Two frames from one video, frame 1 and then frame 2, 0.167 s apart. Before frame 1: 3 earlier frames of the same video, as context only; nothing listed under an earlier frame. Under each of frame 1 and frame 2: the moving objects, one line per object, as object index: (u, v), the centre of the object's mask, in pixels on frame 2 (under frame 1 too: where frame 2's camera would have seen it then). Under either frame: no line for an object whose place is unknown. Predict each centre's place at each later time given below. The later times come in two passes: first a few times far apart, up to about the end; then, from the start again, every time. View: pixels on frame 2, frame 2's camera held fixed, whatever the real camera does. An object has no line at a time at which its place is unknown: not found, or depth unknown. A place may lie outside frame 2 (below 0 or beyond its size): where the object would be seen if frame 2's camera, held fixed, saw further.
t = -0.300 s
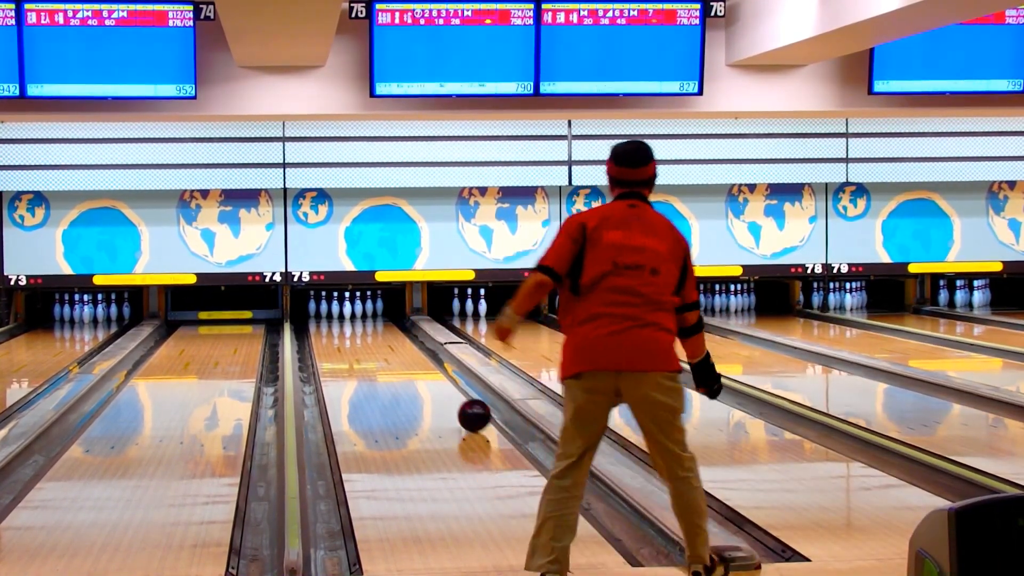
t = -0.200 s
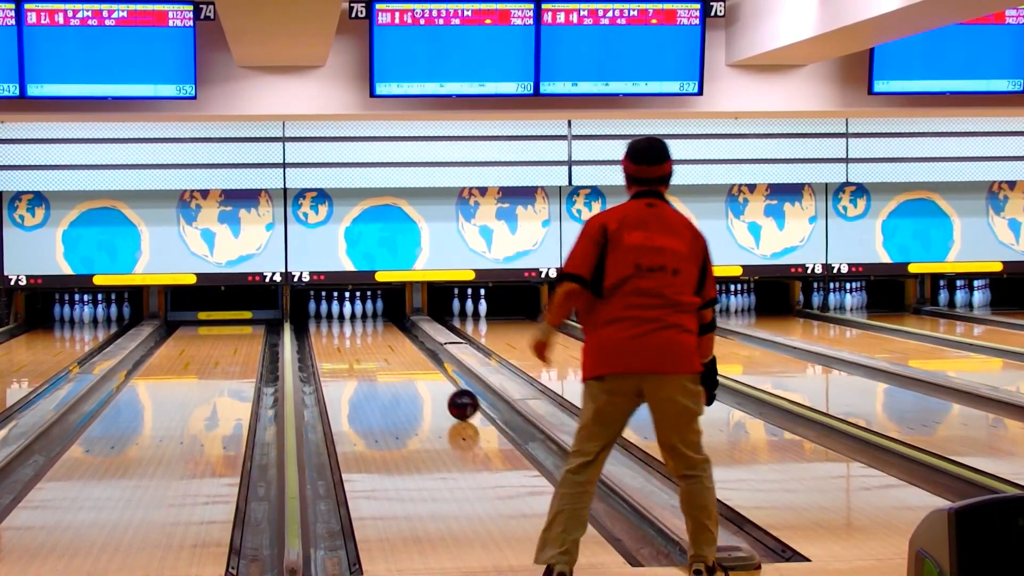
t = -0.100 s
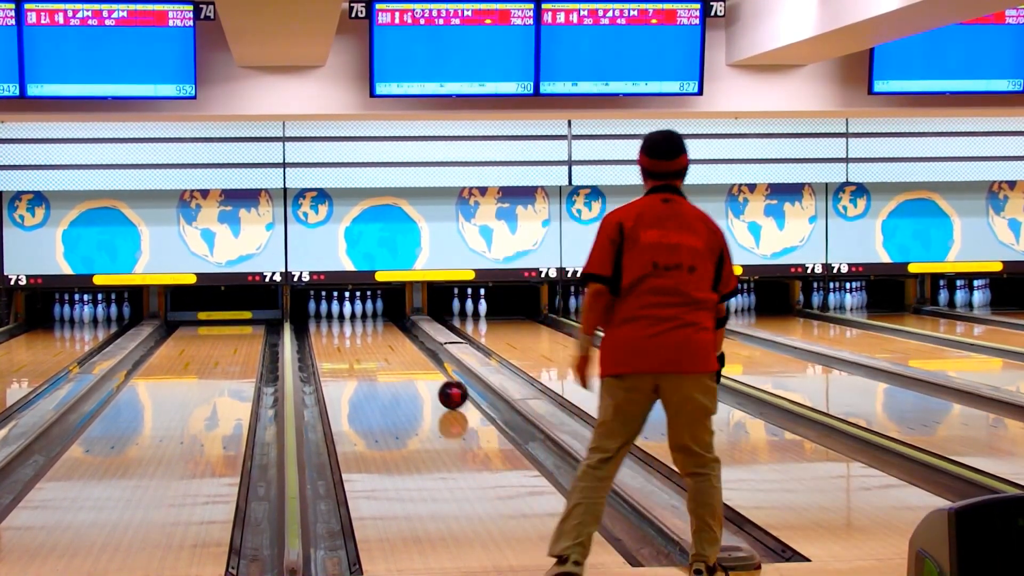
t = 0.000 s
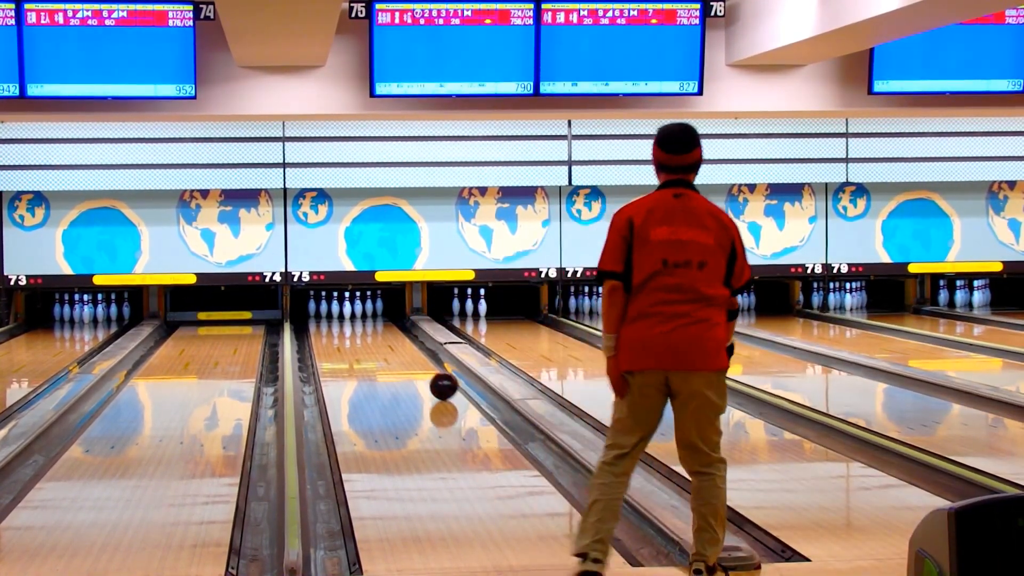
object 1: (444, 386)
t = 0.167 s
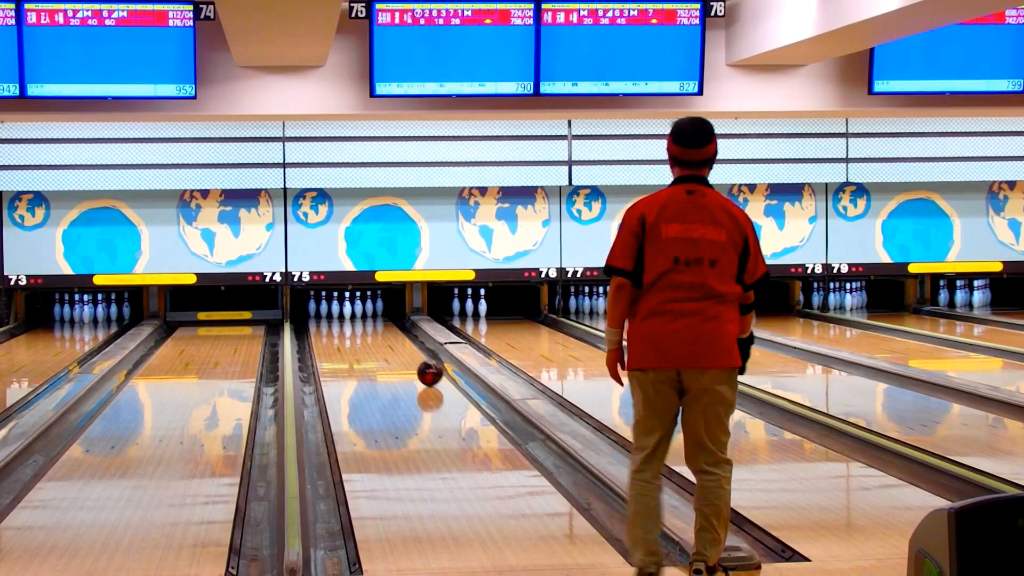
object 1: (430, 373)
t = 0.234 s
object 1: (425, 368)
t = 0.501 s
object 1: (407, 353)
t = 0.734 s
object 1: (393, 341)
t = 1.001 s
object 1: (379, 331)
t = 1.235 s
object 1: (367, 323)
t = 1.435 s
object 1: (356, 317)
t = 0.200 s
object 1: (427, 371)
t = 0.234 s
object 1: (425, 368)
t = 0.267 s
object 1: (422, 366)
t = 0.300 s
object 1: (420, 364)
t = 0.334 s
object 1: (418, 362)
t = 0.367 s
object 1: (415, 360)
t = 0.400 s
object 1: (413, 358)
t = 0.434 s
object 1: (411, 356)
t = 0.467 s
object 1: (409, 354)
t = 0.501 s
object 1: (407, 353)
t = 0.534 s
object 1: (405, 351)
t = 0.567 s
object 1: (403, 349)
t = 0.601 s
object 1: (401, 348)
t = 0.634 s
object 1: (399, 346)
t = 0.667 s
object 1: (397, 344)
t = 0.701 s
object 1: (395, 343)
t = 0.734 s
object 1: (393, 341)
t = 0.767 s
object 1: (391, 340)
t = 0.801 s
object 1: (389, 338)
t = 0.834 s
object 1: (388, 337)
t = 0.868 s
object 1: (386, 336)
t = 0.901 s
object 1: (384, 334)
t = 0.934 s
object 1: (383, 333)
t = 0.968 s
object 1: (381, 332)
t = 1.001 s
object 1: (379, 331)
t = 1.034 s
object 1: (377, 330)
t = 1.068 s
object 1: (376, 328)
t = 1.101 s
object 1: (374, 327)
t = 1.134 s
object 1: (373, 326)
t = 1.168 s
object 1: (371, 325)
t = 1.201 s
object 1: (369, 324)
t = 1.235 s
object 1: (367, 323)
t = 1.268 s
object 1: (366, 322)
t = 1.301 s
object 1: (363, 321)
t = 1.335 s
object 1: (362, 320)
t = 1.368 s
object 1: (360, 319)
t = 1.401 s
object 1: (359, 319)
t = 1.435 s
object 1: (356, 317)
